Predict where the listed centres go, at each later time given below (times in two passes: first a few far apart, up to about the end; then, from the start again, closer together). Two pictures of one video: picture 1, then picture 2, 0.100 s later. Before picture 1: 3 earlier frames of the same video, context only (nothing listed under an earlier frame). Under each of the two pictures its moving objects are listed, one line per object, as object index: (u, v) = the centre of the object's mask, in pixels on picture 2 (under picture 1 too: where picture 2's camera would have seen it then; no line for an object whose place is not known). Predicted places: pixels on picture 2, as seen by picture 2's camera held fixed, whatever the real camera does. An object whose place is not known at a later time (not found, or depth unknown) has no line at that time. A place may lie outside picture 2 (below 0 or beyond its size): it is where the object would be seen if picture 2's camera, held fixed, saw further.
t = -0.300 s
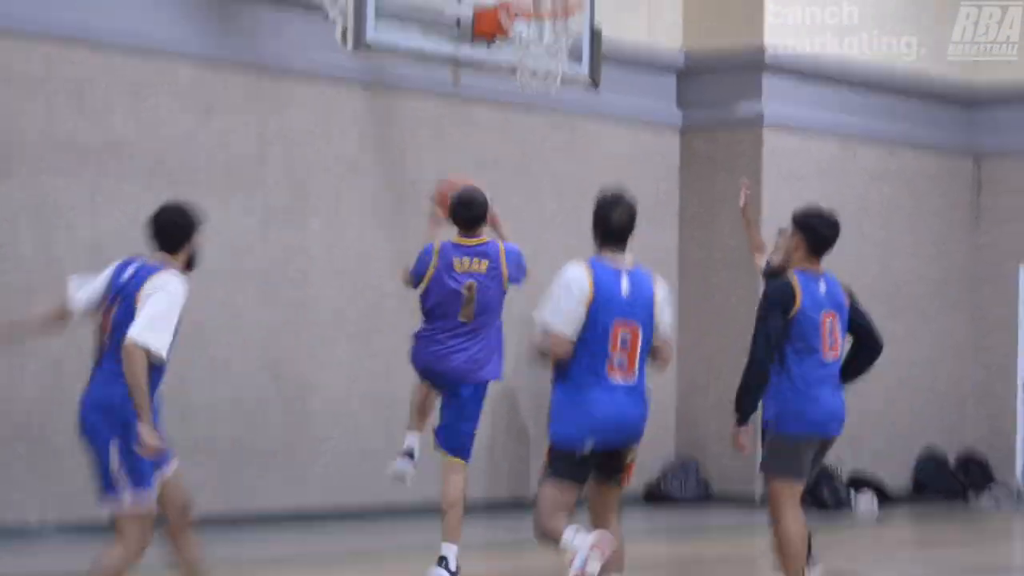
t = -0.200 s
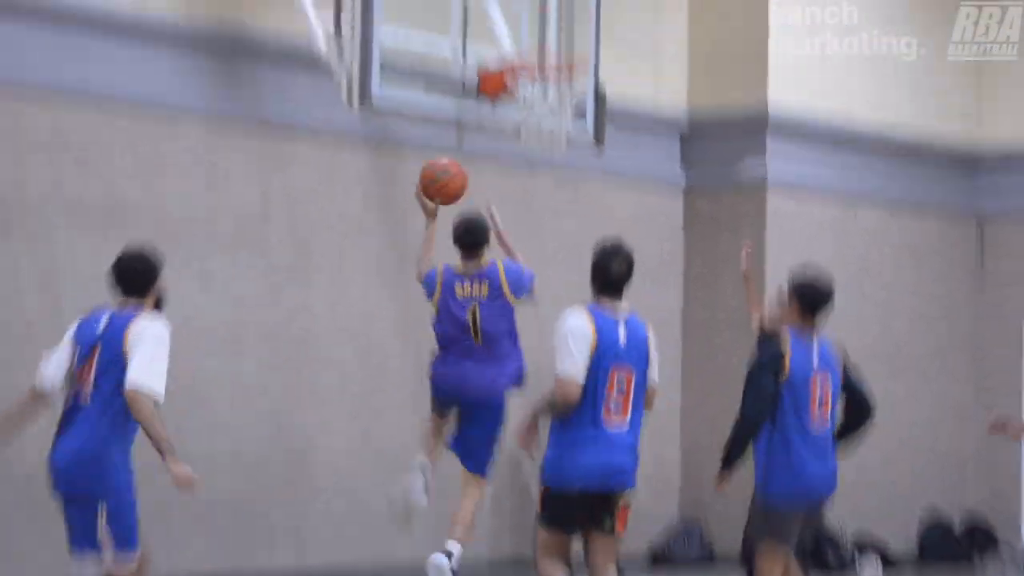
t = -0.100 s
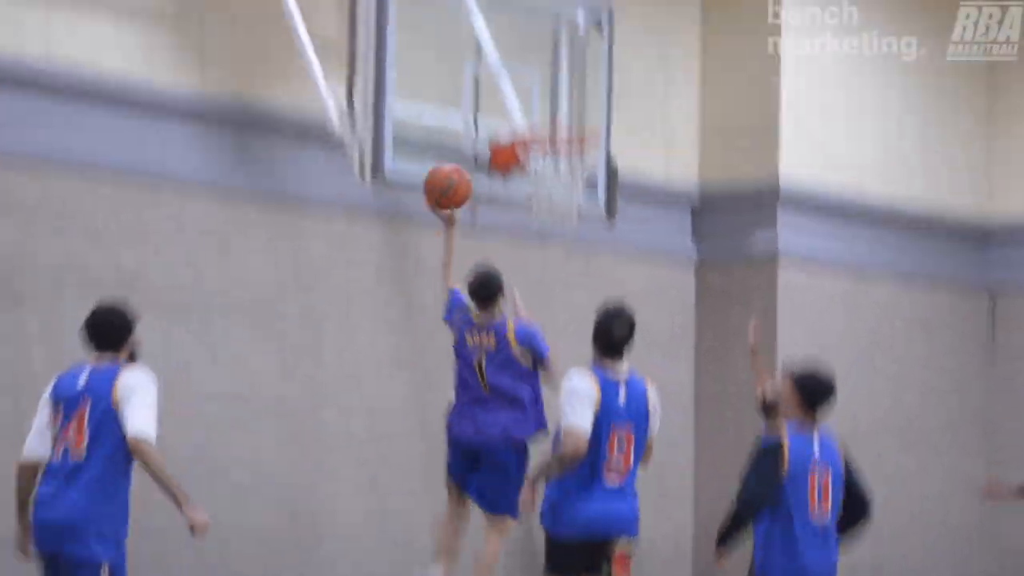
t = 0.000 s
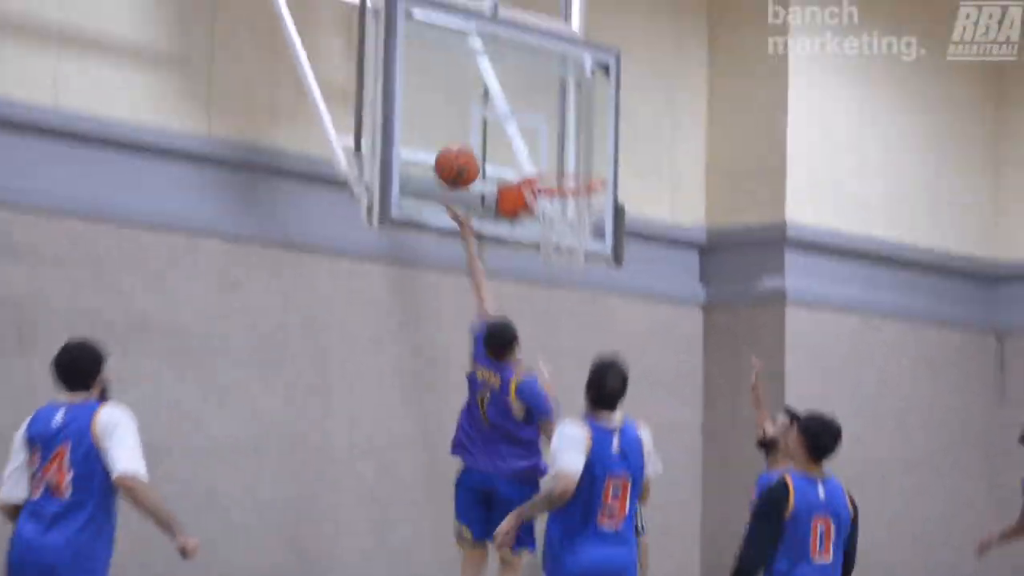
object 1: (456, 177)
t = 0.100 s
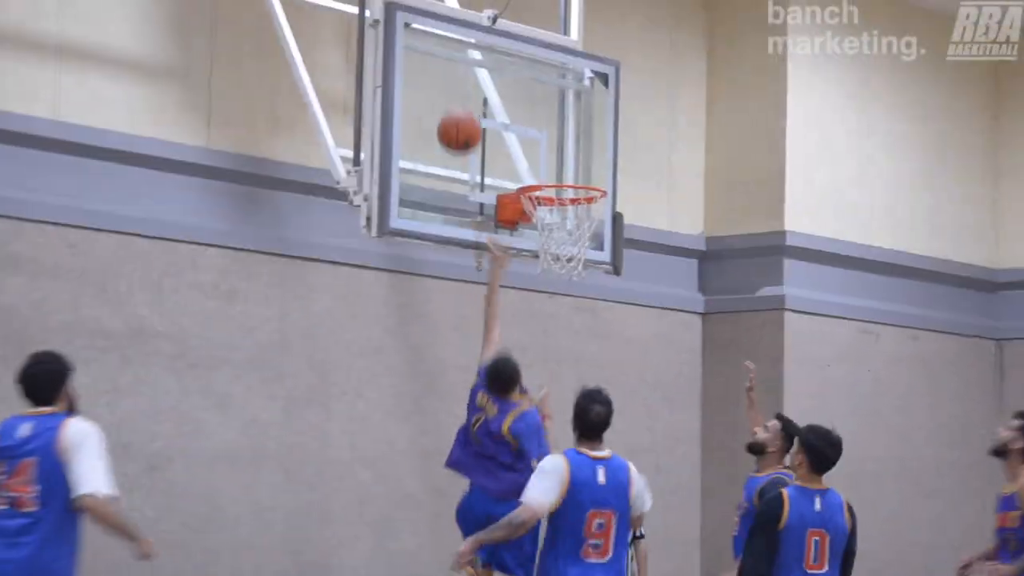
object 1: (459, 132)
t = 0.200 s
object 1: (477, 111)
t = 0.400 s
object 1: (531, 128)
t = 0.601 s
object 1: (565, 162)
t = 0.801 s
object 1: (576, 202)
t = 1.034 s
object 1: (571, 271)
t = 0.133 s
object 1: (461, 121)
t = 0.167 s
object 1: (468, 116)
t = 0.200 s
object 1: (477, 111)
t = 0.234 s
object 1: (486, 110)
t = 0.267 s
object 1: (495, 109)
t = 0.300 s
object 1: (504, 111)
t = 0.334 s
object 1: (513, 115)
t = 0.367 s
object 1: (522, 120)
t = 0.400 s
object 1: (531, 128)
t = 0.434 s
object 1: (539, 137)
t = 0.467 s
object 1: (549, 150)
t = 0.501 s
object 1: (558, 162)
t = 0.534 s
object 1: (561, 164)
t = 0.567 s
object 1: (563, 162)
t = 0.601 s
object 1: (565, 162)
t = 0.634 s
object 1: (567, 164)
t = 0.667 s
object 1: (569, 166)
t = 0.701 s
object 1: (571, 172)
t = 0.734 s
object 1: (575, 180)
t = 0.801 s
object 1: (576, 202)
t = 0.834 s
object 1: (577, 209)
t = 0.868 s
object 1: (577, 224)
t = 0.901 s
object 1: (578, 236)
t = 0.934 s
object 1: (577, 244)
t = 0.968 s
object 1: (575, 250)
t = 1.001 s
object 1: (573, 260)
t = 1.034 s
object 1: (571, 271)
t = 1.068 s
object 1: (569, 286)
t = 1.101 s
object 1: (567, 298)
